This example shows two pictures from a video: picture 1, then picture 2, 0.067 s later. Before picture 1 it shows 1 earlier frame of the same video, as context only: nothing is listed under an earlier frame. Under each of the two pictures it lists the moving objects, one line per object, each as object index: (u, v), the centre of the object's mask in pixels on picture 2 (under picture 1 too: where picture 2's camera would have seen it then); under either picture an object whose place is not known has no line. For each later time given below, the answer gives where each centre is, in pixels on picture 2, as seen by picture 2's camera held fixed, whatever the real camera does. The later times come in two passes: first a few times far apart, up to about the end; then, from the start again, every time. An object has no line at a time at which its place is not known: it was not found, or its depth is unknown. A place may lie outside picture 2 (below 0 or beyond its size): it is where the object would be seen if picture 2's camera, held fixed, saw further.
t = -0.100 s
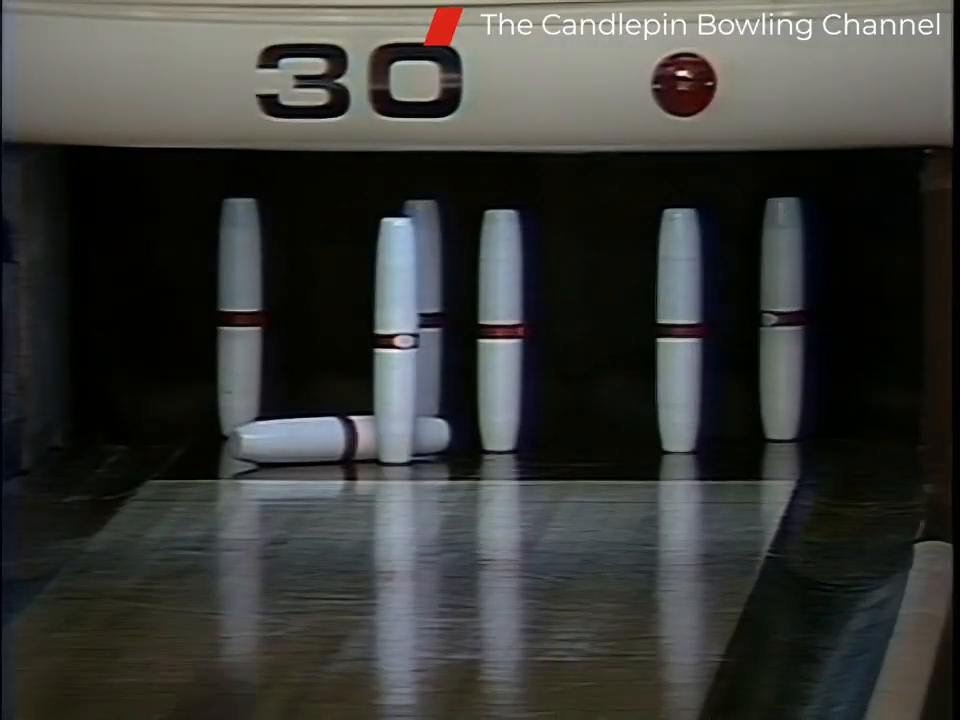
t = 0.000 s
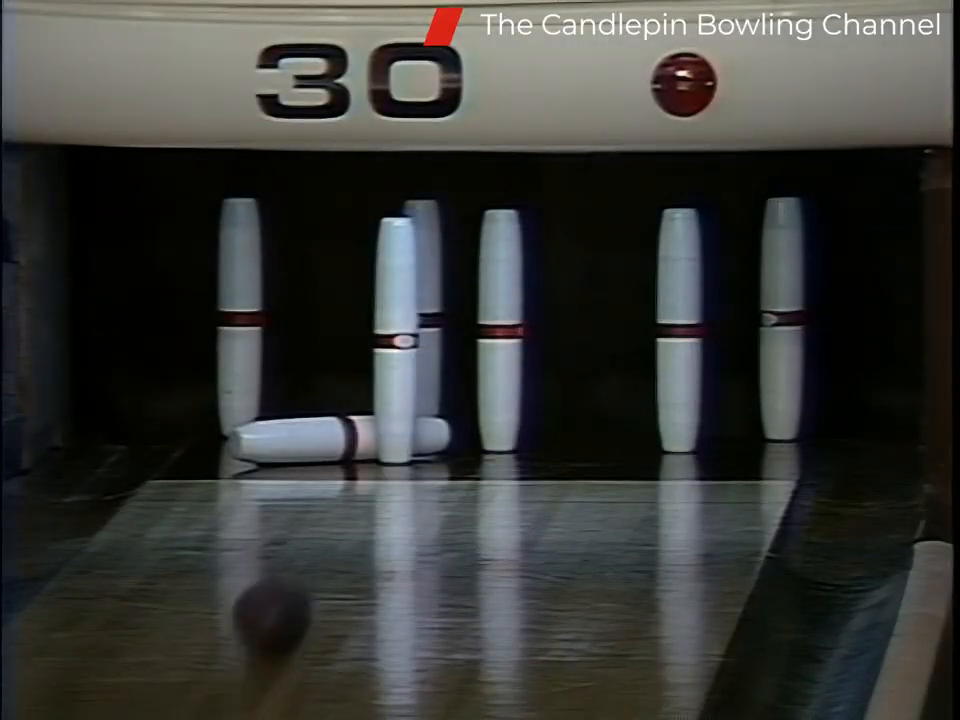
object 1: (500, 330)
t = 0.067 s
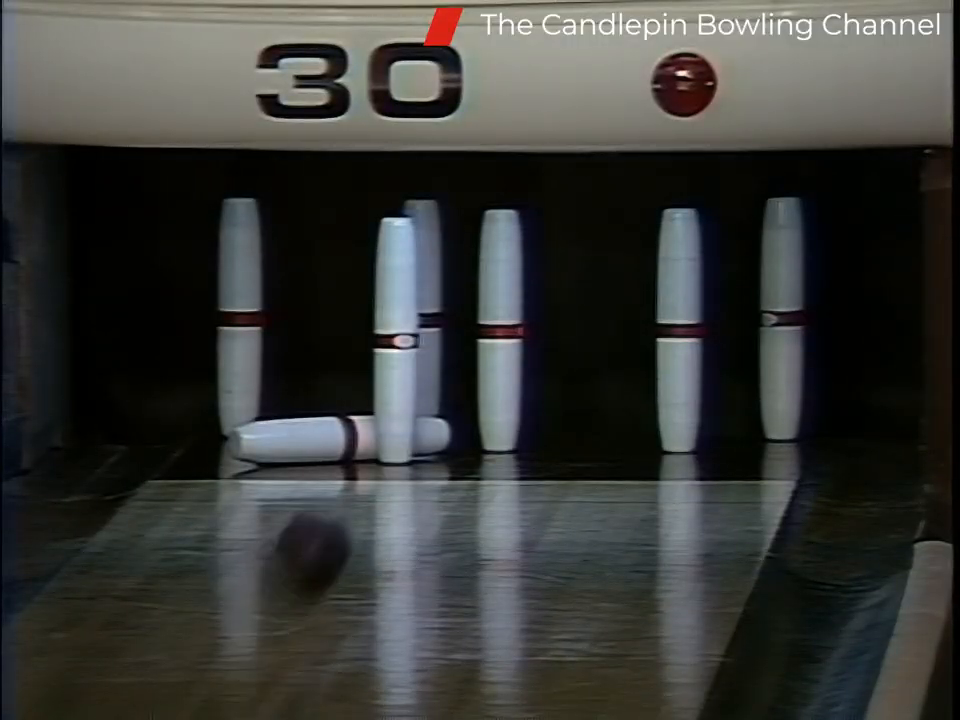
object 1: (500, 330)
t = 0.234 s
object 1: (500, 330)
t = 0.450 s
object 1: (478, 348)
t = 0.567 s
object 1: (462, 413)
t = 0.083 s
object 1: (500, 330)
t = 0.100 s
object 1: (500, 330)
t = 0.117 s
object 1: (500, 330)
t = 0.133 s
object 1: (500, 330)
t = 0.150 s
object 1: (500, 330)
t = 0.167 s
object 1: (500, 330)
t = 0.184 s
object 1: (500, 330)
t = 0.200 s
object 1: (500, 330)
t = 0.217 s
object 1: (500, 330)
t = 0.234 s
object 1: (500, 330)
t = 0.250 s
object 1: (500, 330)
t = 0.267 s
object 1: (499, 331)
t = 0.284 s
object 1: (498, 335)
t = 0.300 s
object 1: (498, 332)
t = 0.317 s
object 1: (498, 330)
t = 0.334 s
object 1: (496, 330)
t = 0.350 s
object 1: (494, 330)
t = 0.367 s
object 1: (491, 332)
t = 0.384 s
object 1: (488, 333)
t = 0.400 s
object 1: (485, 335)
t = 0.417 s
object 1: (483, 338)
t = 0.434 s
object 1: (481, 343)
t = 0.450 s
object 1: (478, 348)
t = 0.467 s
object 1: (474, 355)
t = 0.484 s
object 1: (471, 362)
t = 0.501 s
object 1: (468, 372)
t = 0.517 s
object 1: (464, 382)
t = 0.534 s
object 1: (462, 396)
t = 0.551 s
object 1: (458, 409)
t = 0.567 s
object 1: (462, 413)
